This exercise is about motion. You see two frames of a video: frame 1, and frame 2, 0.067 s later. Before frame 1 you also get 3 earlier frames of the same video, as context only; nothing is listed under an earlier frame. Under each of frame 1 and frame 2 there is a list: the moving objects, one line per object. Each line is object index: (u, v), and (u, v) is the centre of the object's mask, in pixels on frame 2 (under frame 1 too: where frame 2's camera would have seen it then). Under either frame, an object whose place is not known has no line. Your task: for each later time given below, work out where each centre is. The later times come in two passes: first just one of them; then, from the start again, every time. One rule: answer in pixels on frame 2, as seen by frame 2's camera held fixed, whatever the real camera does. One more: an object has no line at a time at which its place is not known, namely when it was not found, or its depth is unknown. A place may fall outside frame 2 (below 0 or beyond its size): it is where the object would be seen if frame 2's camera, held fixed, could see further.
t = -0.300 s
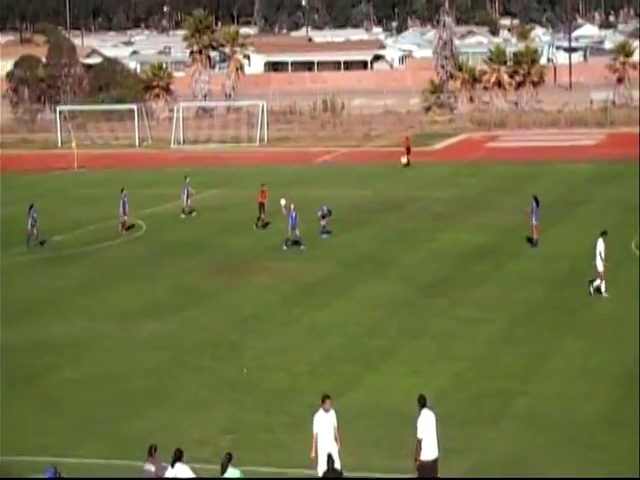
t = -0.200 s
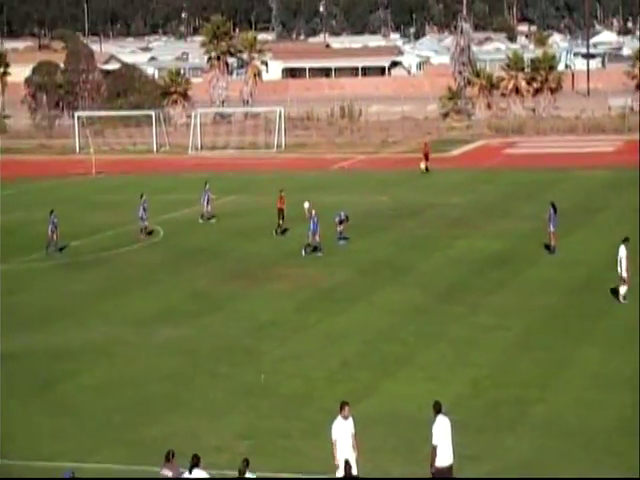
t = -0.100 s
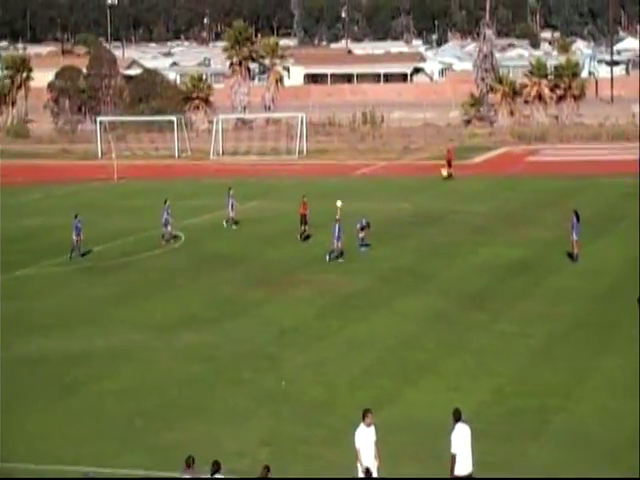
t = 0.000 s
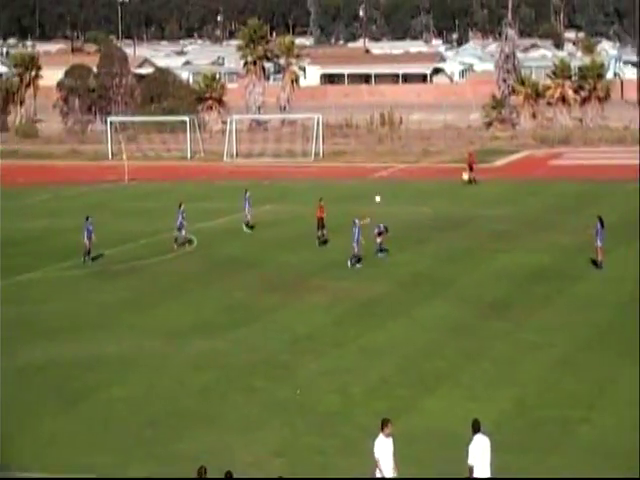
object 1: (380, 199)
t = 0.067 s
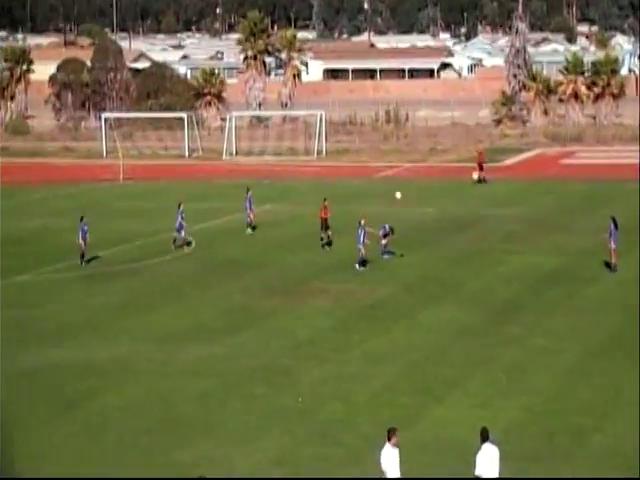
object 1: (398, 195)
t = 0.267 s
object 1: (446, 189)
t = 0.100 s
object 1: (406, 194)
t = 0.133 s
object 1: (414, 192)
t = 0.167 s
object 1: (422, 191)
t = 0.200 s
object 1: (430, 189)
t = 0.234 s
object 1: (438, 189)
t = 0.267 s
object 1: (446, 189)
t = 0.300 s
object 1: (455, 189)
